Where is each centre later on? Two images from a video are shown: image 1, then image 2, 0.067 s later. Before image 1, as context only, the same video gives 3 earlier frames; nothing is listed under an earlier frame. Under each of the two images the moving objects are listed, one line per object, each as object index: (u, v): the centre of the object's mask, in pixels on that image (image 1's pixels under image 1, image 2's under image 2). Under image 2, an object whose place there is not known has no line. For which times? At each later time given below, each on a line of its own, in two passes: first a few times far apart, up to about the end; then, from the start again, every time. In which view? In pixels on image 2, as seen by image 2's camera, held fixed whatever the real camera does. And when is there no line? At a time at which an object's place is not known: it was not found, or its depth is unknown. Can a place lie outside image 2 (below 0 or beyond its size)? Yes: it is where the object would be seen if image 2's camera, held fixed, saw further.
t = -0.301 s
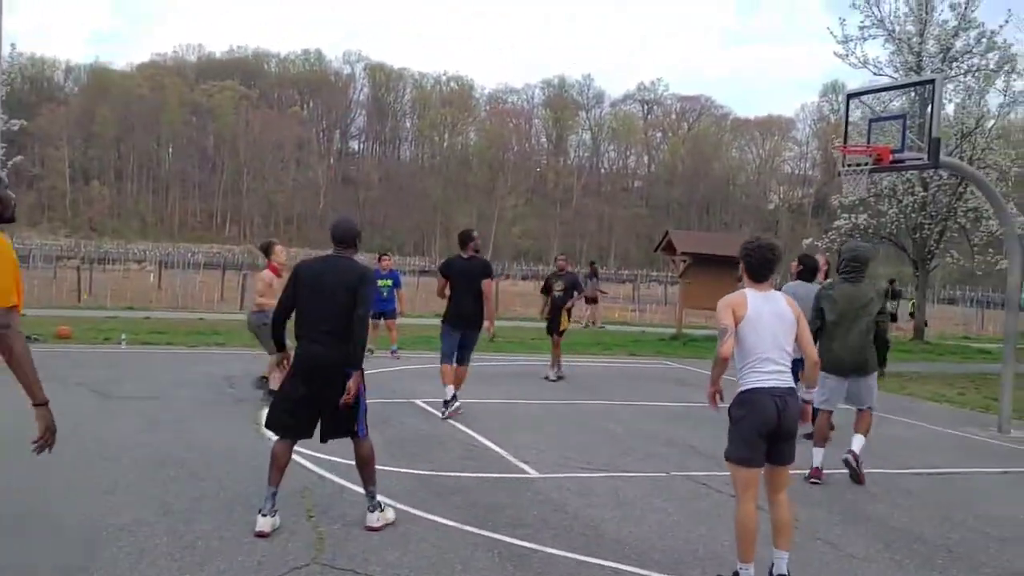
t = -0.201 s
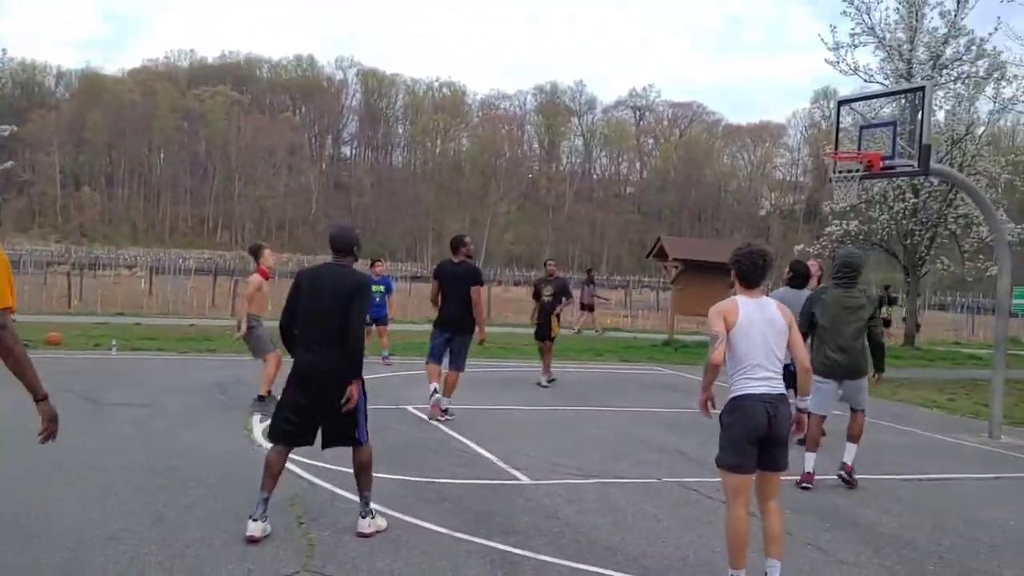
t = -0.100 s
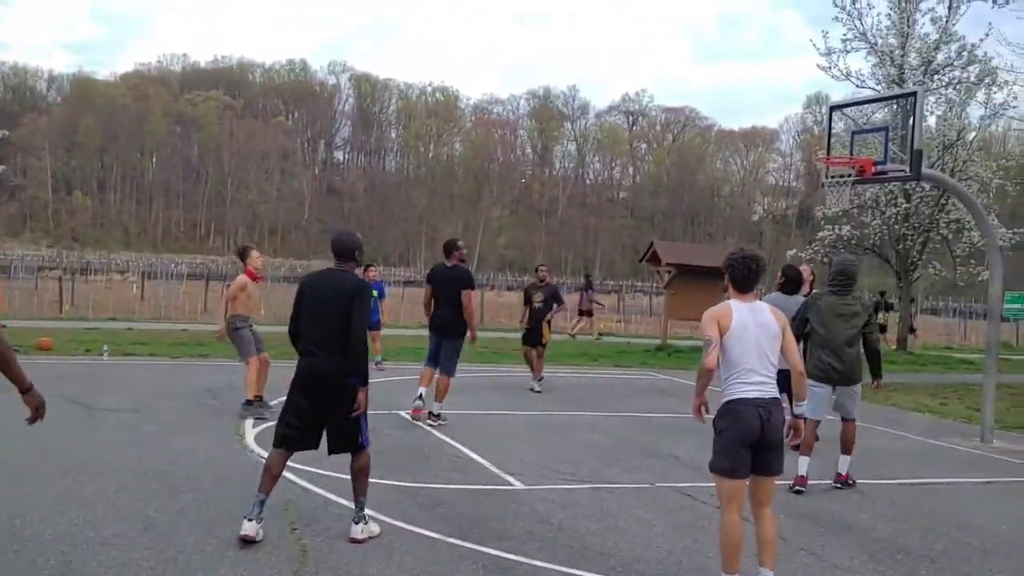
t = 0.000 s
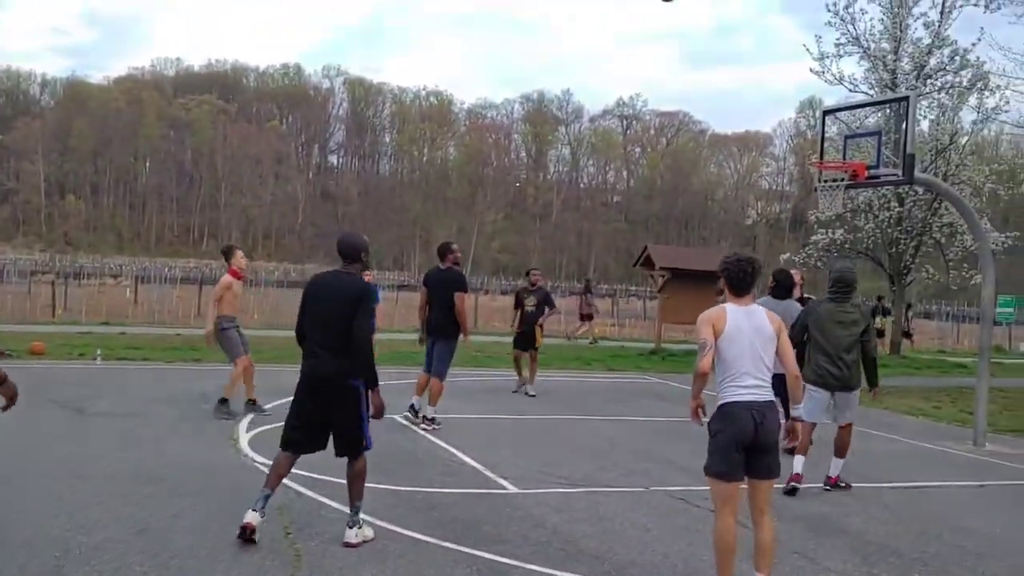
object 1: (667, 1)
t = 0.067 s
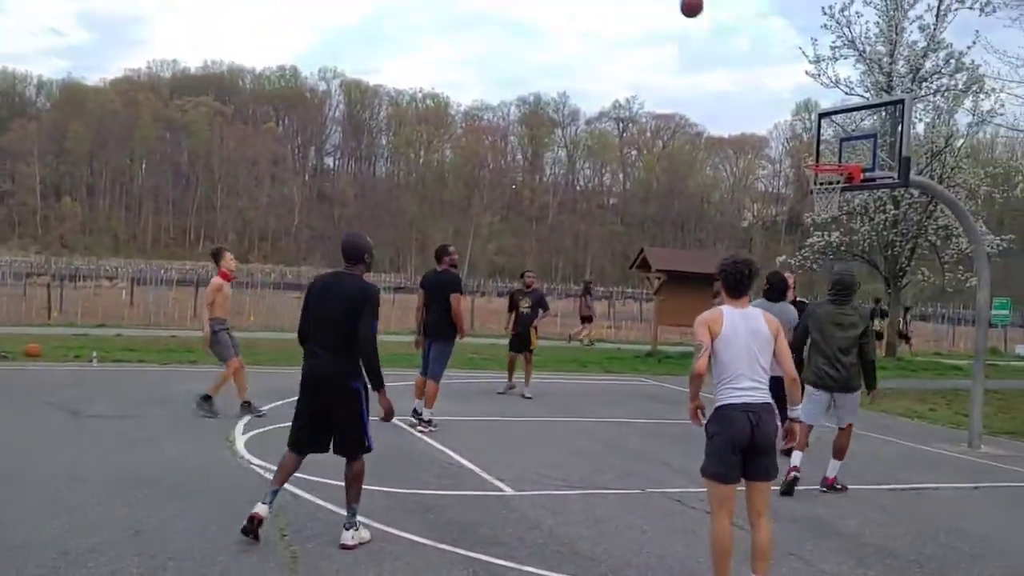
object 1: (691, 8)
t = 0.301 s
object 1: (783, 85)
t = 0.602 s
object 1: (865, 116)
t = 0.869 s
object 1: (882, 96)
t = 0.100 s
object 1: (705, 14)
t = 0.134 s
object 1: (718, 23)
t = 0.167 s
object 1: (731, 33)
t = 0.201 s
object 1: (744, 45)
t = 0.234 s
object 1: (757, 57)
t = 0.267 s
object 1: (770, 70)
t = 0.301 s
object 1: (783, 85)
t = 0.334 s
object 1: (796, 101)
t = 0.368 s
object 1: (808, 117)
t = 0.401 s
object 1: (820, 134)
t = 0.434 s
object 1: (833, 153)
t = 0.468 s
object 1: (839, 146)
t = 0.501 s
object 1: (846, 138)
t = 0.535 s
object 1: (852, 129)
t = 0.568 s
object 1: (859, 122)
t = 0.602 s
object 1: (865, 116)
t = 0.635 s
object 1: (870, 112)
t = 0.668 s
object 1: (877, 107)
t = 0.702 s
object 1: (883, 105)
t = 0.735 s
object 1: (885, 101)
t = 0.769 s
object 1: (883, 99)
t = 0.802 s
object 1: (883, 96)
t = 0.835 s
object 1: (883, 96)
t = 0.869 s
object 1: (882, 96)
